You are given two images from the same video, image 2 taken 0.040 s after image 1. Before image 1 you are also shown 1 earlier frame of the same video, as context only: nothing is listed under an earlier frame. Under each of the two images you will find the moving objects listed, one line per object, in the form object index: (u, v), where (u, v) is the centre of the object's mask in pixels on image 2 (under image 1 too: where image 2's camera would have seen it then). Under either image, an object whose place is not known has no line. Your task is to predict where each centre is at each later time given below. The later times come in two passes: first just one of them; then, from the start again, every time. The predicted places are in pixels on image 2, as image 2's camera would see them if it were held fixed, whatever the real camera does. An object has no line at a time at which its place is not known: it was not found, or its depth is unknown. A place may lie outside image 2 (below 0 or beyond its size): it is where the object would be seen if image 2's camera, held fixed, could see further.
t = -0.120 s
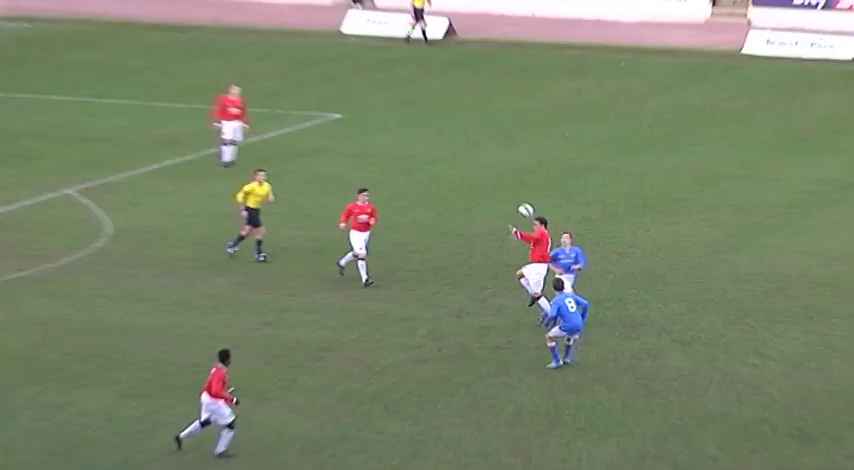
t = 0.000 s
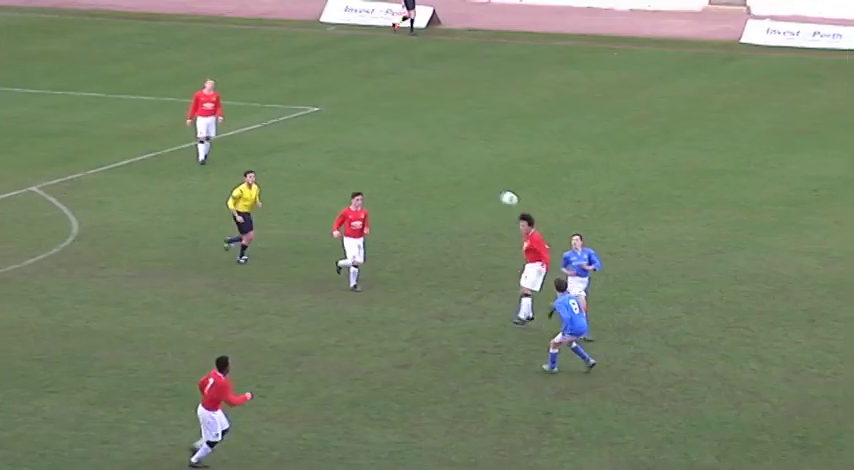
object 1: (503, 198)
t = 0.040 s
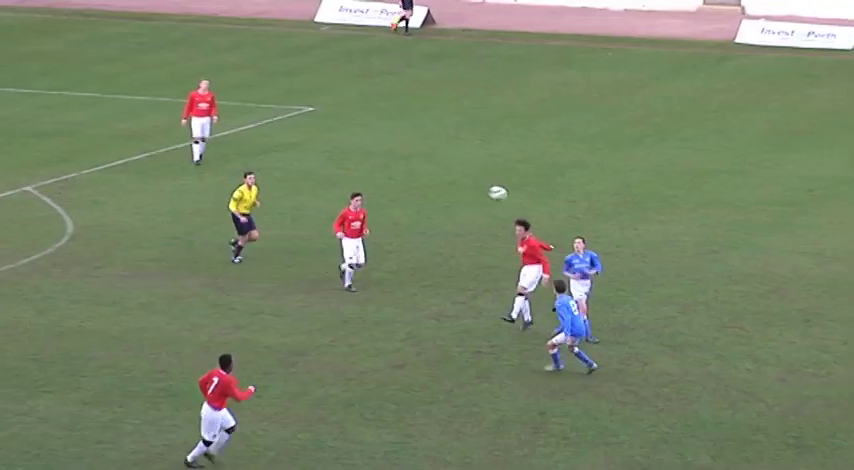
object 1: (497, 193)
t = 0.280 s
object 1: (461, 183)
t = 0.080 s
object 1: (491, 188)
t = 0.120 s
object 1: (486, 185)
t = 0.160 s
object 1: (480, 183)
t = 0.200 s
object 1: (473, 182)
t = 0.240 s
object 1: (467, 182)
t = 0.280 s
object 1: (461, 183)
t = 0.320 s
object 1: (455, 185)
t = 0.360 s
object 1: (449, 189)
